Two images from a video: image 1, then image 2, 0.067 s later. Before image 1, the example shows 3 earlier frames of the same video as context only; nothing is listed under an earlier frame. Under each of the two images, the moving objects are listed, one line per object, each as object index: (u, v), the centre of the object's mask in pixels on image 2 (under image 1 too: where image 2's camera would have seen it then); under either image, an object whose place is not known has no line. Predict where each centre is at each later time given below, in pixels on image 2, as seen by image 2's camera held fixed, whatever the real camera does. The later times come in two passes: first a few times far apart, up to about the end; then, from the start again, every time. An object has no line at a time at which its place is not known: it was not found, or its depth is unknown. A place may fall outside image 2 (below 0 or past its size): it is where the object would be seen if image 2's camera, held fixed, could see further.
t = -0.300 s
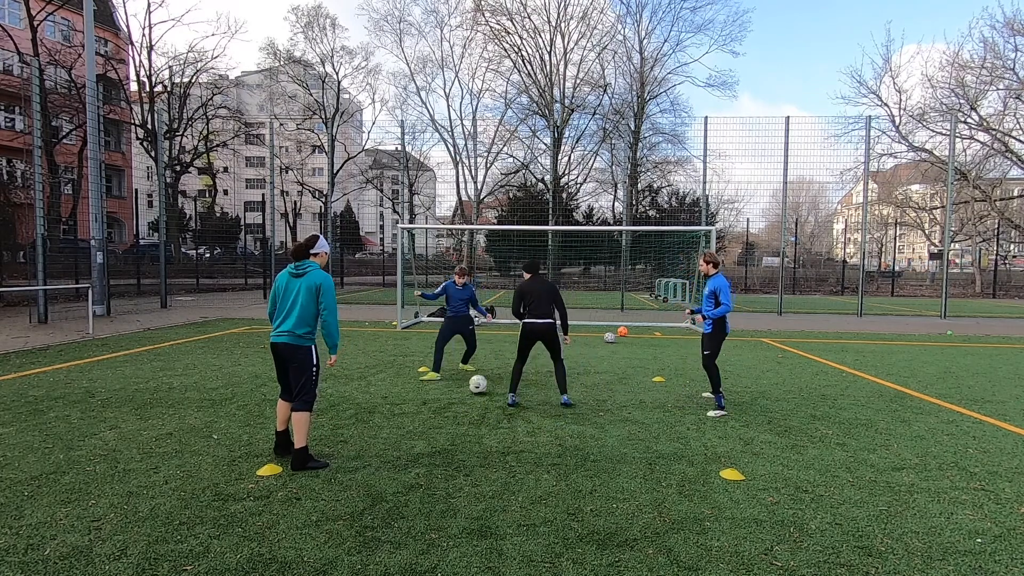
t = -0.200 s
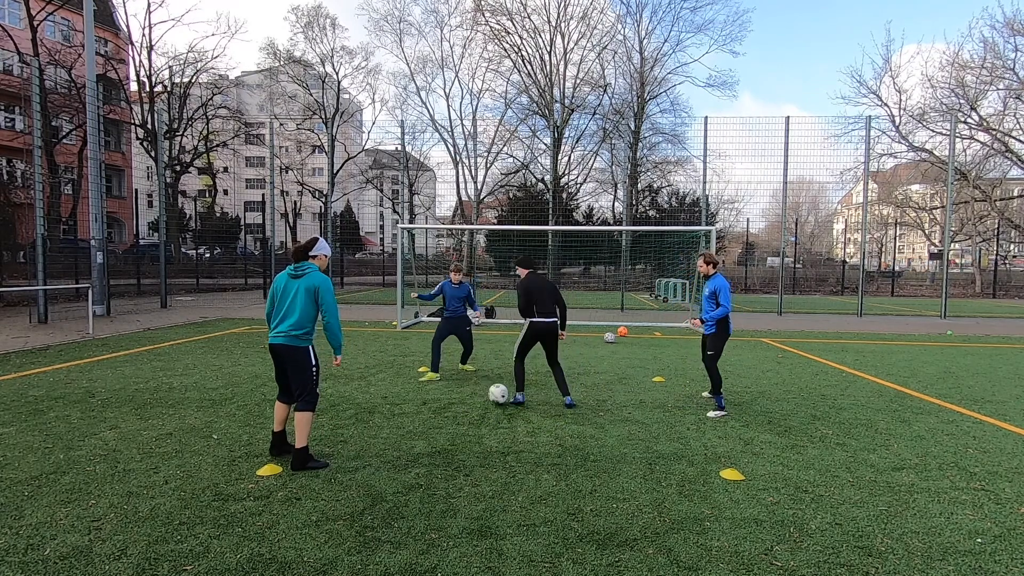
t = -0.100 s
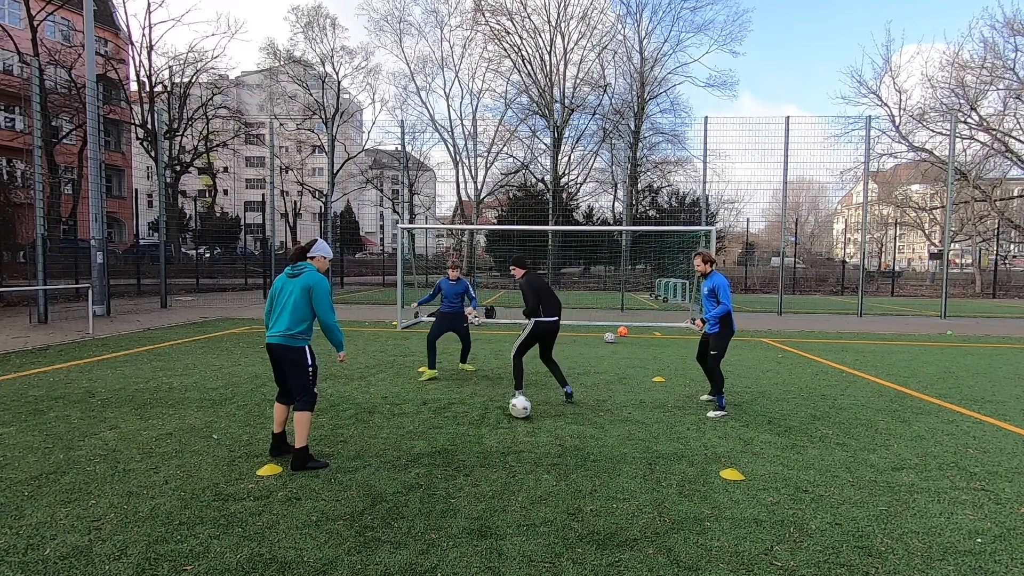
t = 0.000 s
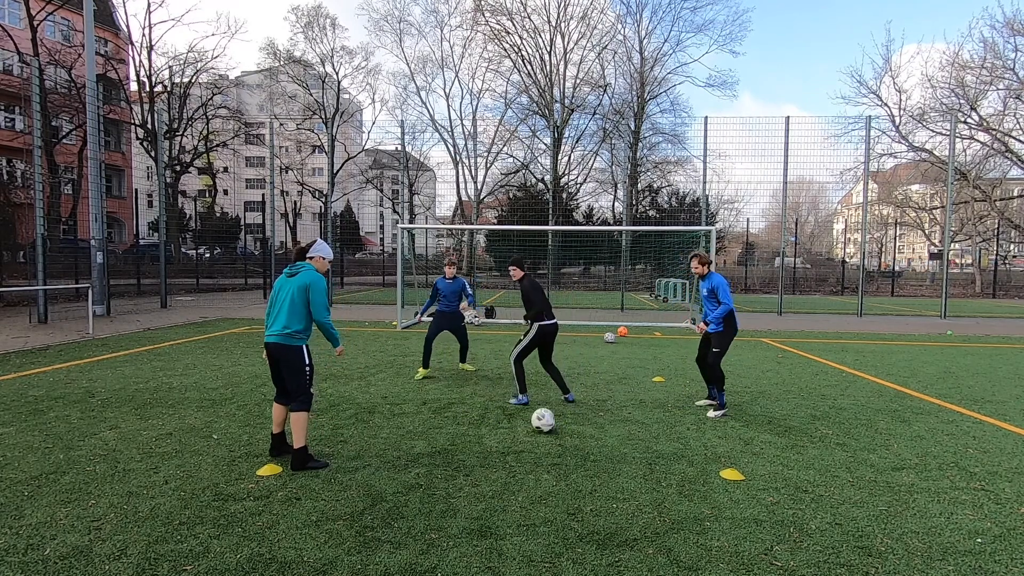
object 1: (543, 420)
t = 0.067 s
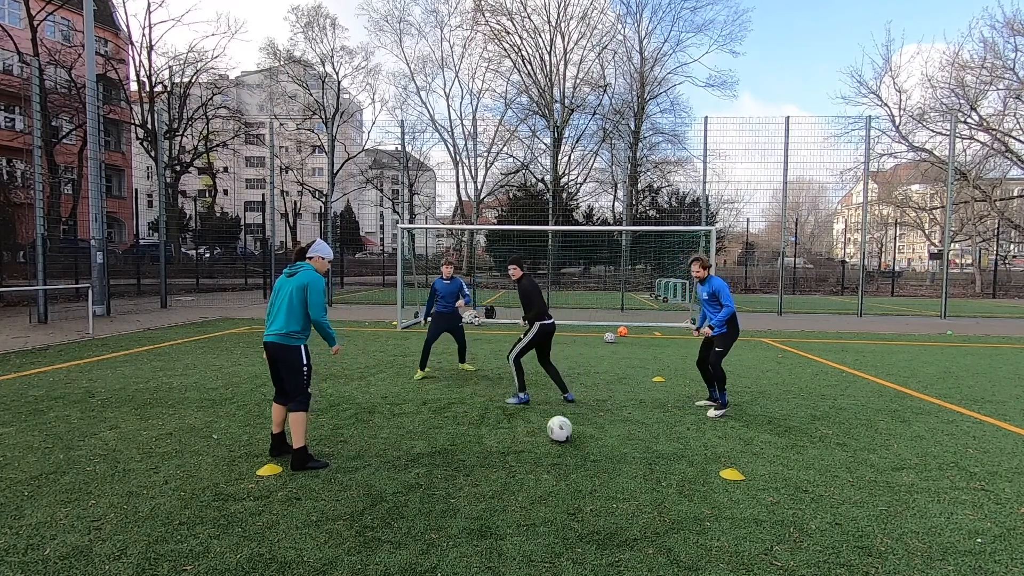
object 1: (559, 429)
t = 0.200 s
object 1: (593, 446)
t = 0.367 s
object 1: (639, 470)
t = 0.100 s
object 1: (568, 433)
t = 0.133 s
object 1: (576, 437)
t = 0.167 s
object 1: (585, 441)
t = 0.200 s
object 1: (593, 446)
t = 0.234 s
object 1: (602, 451)
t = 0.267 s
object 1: (611, 455)
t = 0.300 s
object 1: (620, 461)
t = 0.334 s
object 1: (629, 465)
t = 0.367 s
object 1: (639, 470)
